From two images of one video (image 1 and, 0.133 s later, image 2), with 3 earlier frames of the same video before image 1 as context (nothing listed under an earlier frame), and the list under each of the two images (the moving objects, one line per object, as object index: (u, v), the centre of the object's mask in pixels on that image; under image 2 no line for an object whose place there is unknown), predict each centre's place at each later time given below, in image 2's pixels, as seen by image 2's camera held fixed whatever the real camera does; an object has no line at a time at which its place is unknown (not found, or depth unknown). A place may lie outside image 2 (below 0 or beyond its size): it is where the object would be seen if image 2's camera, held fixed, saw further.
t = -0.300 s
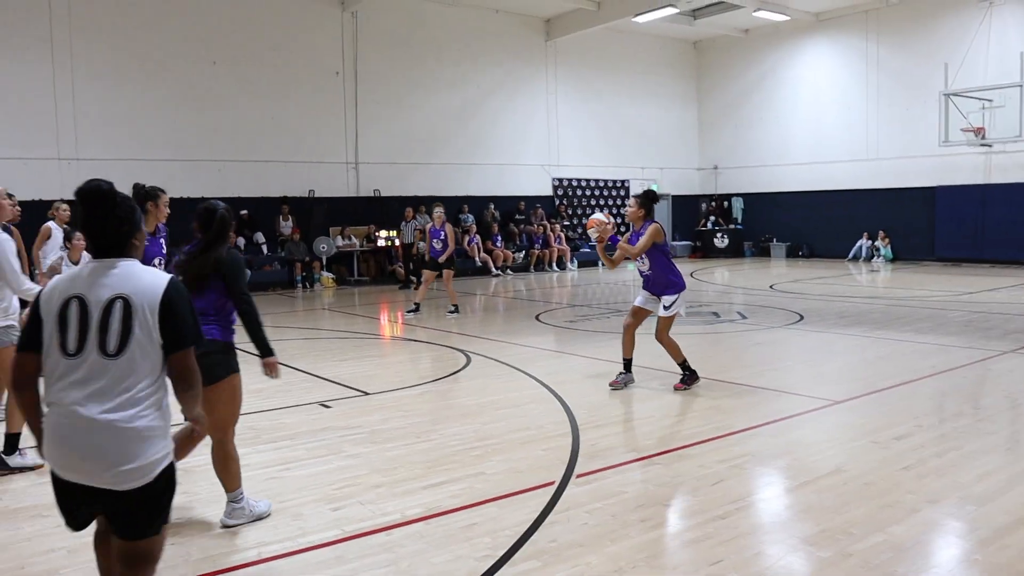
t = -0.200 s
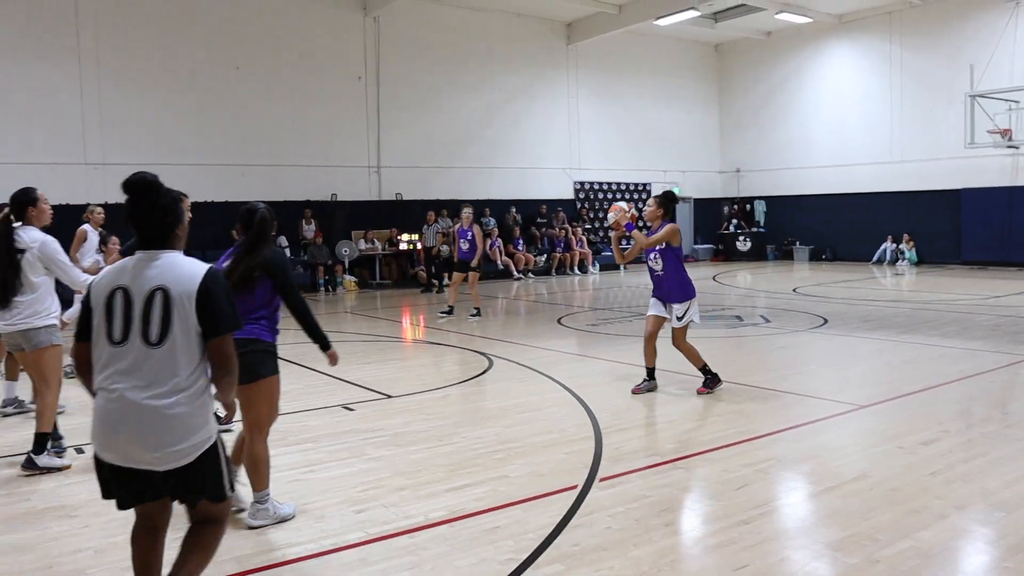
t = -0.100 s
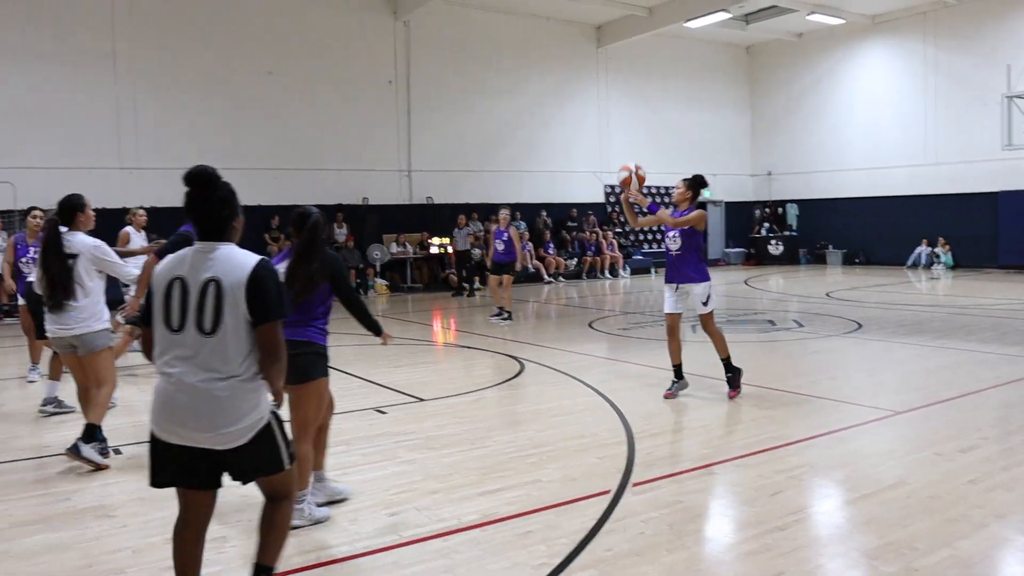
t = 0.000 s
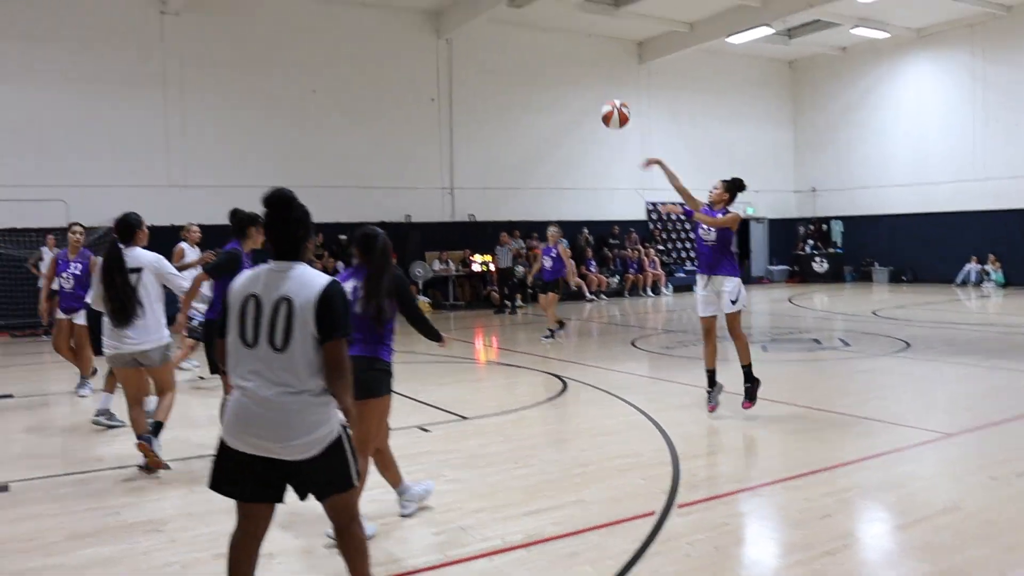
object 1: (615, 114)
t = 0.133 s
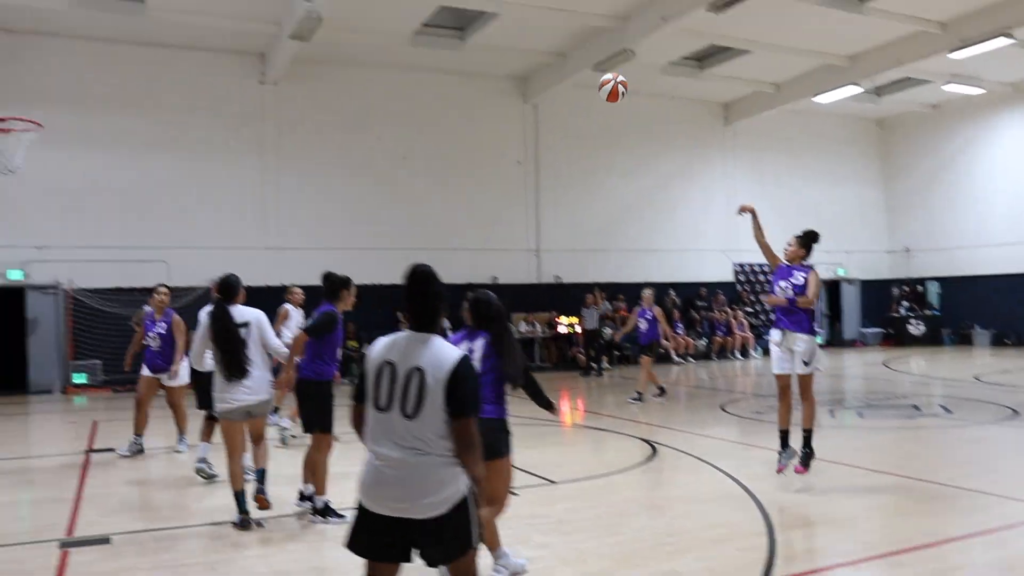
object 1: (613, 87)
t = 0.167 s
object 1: (593, 69)
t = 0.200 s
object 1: (573, 53)
